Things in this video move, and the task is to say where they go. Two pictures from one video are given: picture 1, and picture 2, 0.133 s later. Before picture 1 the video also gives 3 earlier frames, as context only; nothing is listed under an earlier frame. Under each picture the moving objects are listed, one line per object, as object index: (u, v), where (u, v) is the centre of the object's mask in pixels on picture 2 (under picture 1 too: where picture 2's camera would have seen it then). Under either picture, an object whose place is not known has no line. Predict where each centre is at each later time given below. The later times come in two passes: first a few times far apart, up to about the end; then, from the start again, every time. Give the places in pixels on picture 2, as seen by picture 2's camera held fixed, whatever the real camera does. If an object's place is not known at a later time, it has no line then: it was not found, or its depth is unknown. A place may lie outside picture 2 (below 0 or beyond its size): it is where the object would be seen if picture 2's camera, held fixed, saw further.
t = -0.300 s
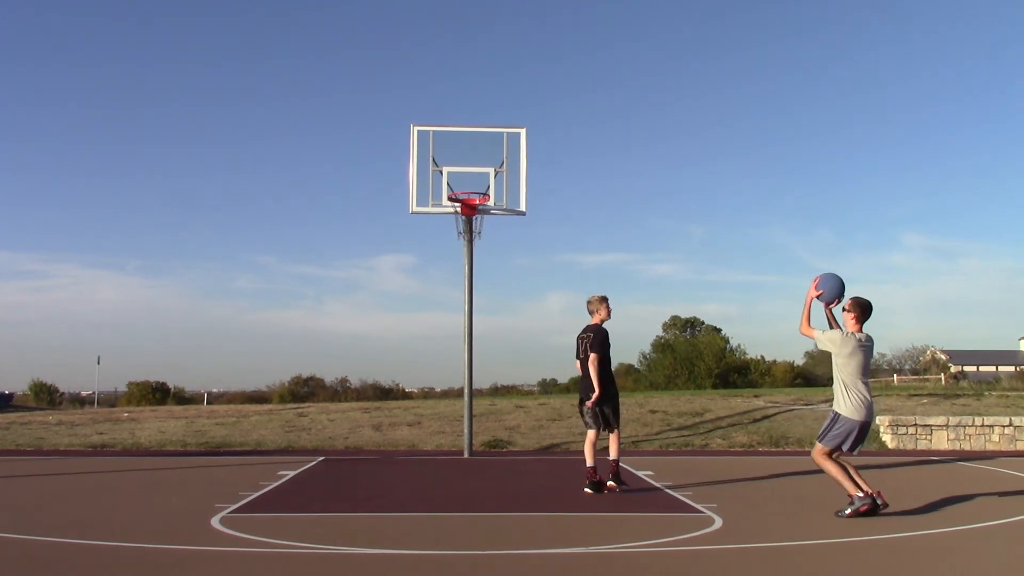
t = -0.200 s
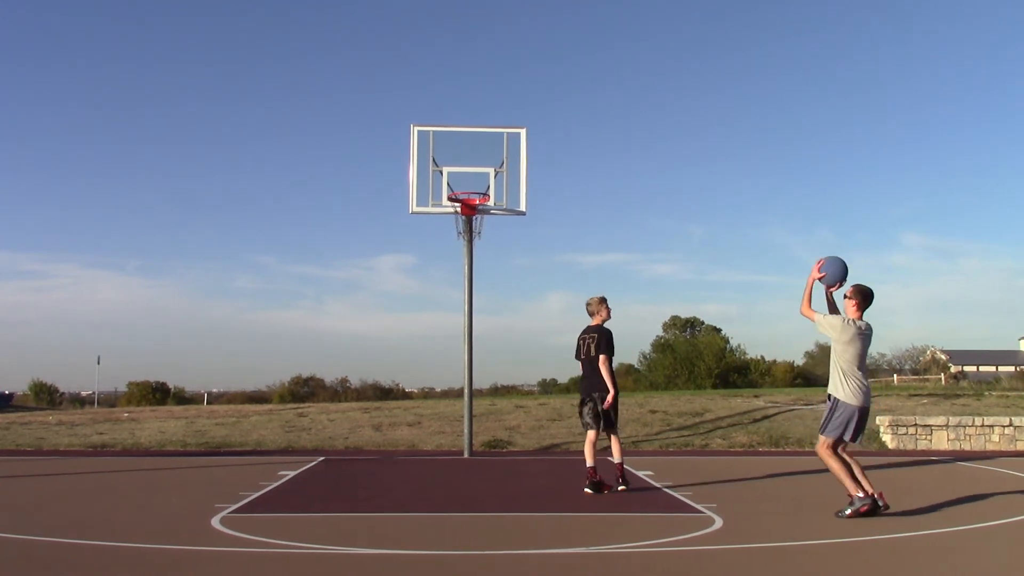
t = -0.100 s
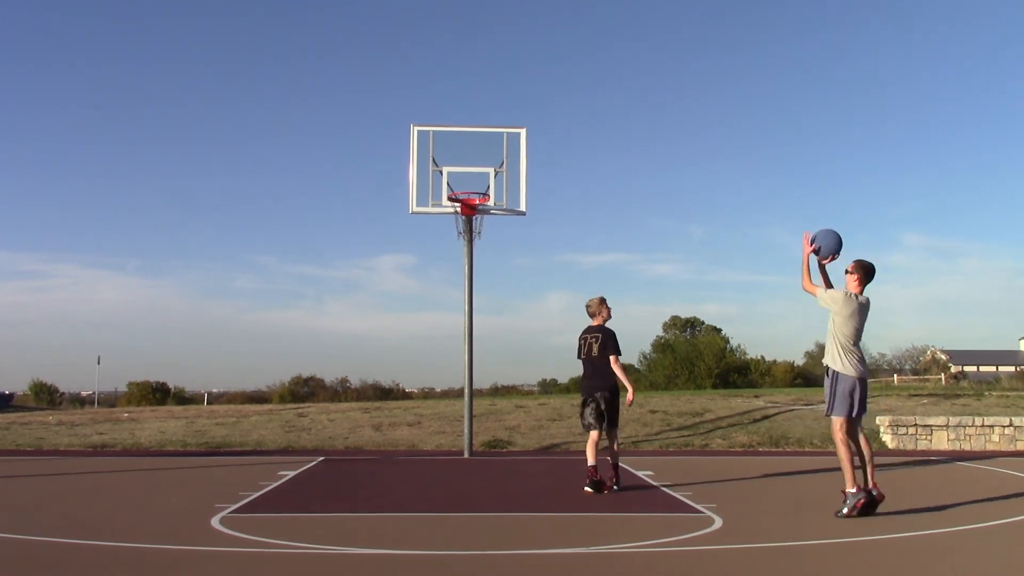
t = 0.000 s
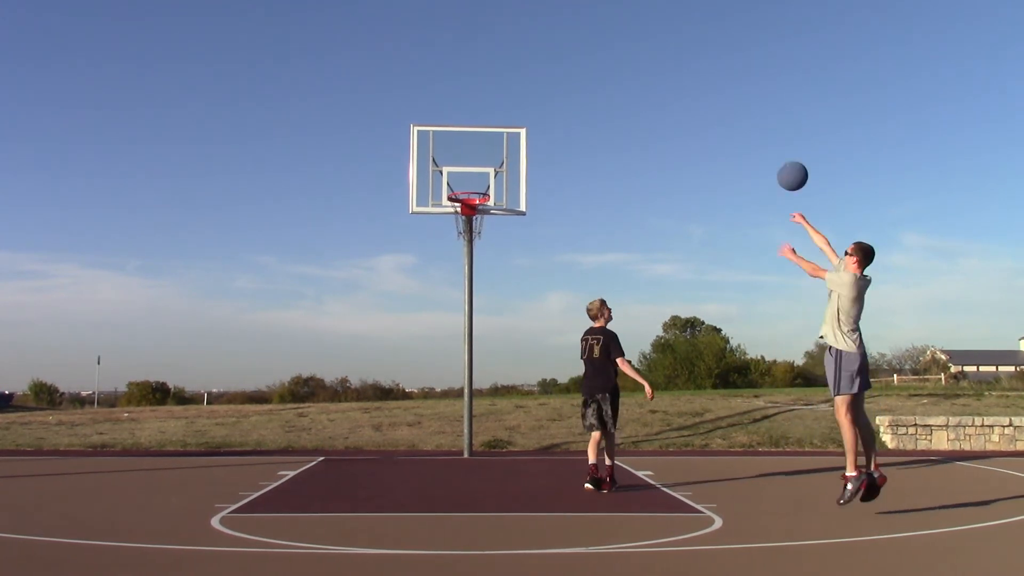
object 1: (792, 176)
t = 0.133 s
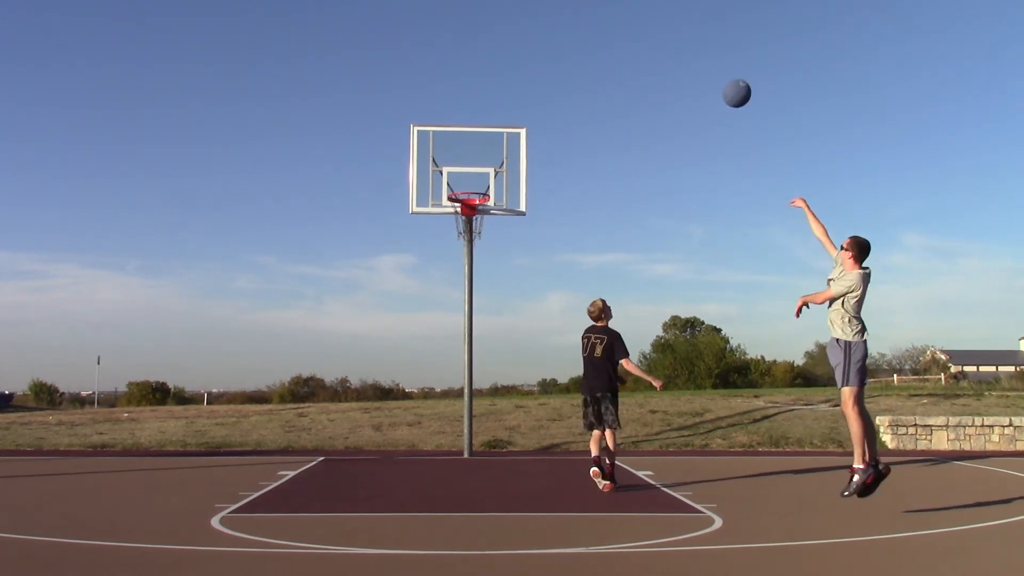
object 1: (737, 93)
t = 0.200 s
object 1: (712, 63)
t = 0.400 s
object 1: (643, 9)
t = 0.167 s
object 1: (724, 77)
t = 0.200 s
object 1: (712, 63)
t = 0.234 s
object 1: (700, 50)
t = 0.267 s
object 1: (687, 38)
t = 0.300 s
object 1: (676, 29)
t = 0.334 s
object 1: (665, 20)
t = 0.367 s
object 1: (654, 12)
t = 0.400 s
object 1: (643, 9)
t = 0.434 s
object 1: (632, 6)
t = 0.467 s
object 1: (621, 4)
